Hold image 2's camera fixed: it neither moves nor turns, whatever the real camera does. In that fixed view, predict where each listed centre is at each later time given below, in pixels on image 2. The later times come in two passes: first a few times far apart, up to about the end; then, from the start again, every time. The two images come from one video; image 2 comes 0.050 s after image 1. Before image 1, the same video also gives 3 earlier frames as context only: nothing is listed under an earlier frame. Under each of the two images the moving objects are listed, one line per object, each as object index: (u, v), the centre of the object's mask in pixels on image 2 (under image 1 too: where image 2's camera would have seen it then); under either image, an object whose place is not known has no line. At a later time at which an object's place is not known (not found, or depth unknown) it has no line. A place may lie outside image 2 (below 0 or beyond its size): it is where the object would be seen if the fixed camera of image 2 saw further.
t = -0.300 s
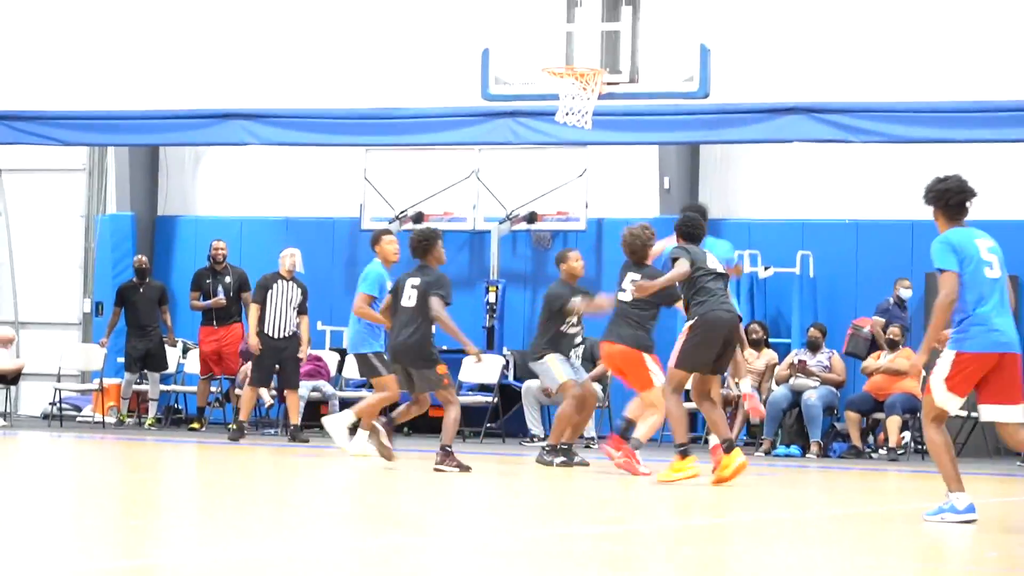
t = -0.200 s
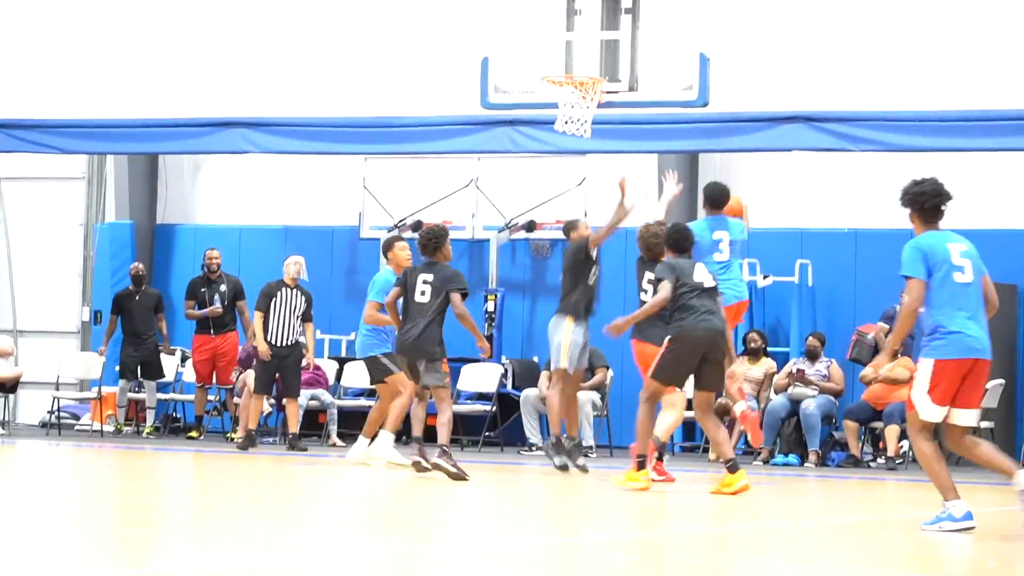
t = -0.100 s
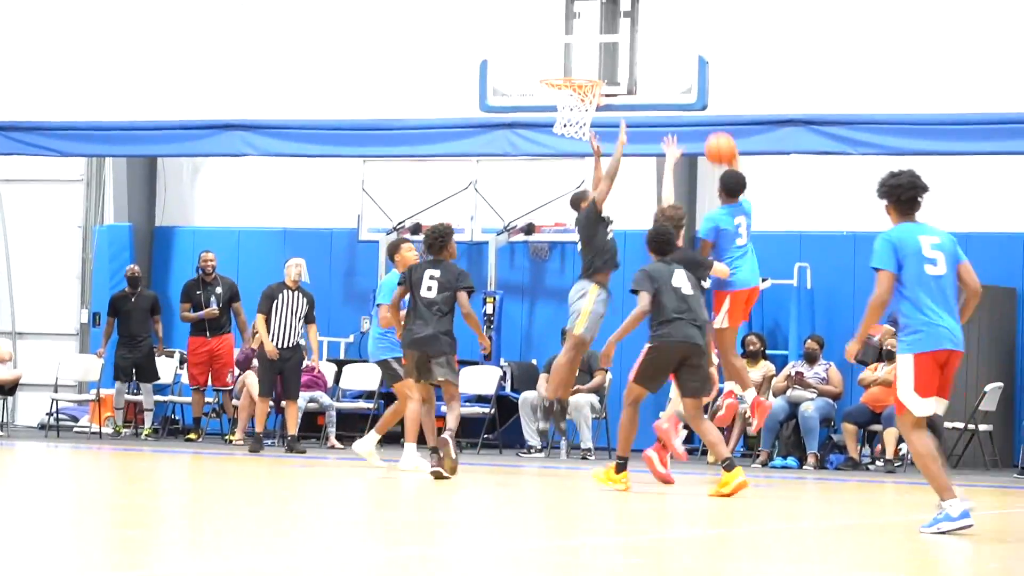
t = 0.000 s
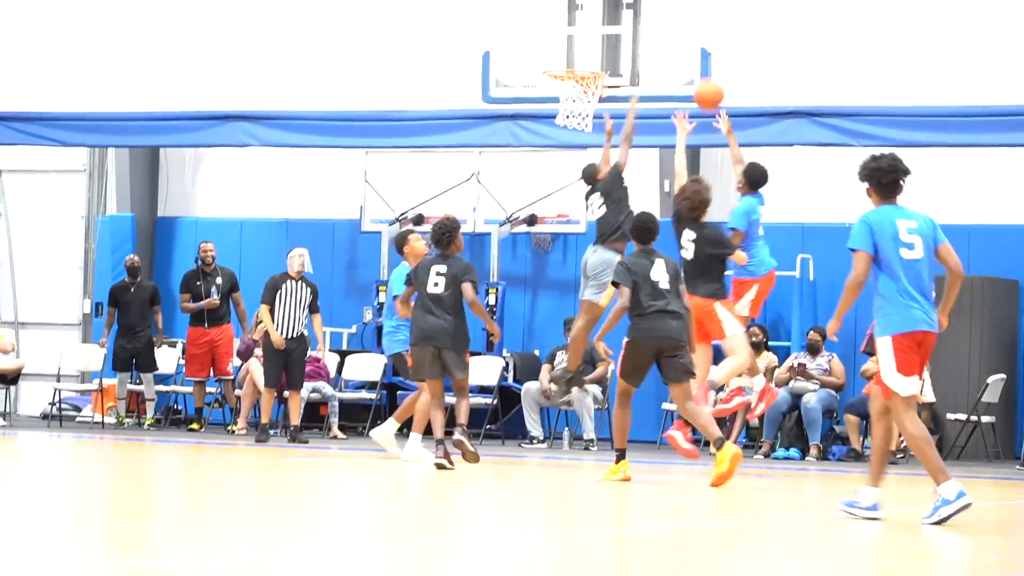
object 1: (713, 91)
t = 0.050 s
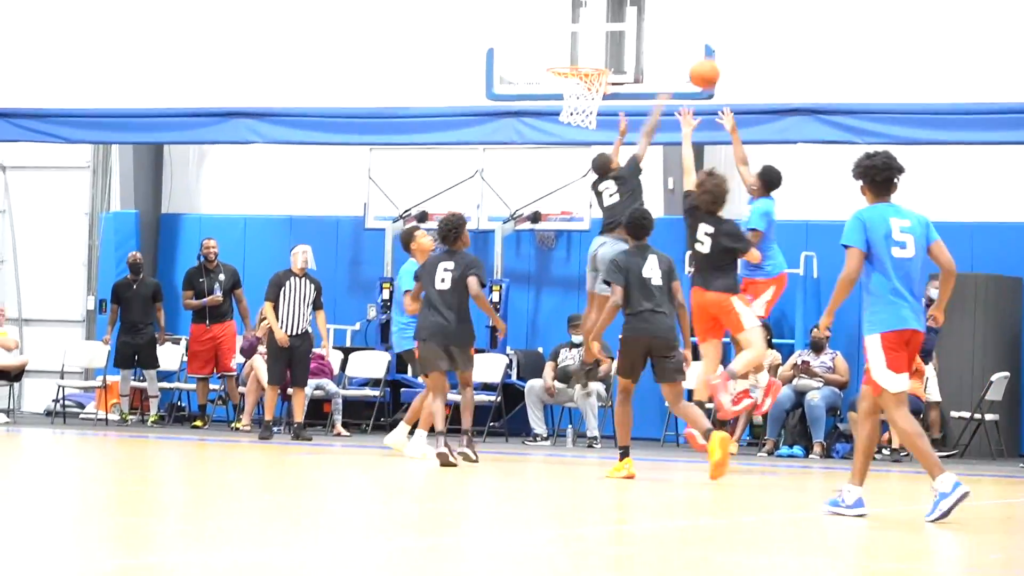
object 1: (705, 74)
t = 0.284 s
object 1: (664, 33)
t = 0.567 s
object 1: (607, 50)
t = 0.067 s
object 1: (702, 69)
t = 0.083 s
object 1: (699, 64)
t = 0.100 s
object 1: (696, 59)
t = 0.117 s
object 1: (693, 55)
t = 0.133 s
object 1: (690, 51)
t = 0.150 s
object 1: (687, 48)
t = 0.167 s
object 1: (684, 45)
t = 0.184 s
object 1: (681, 42)
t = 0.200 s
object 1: (678, 40)
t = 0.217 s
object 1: (676, 38)
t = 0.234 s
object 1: (673, 36)
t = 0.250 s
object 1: (670, 35)
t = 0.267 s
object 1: (667, 34)
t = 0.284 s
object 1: (664, 33)
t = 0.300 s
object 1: (662, 32)
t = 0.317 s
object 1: (659, 32)
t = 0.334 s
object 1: (655, 31)
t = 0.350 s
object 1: (652, 30)
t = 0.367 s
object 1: (648, 29)
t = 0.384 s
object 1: (645, 29)
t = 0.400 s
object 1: (641, 29)
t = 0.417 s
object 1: (638, 30)
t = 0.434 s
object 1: (634, 31)
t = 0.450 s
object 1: (631, 32)
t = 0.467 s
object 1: (628, 34)
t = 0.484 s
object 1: (625, 36)
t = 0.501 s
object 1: (620, 38)
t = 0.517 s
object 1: (616, 41)
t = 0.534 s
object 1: (613, 44)
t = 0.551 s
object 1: (610, 47)
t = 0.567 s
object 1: (607, 50)
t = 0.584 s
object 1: (604, 54)
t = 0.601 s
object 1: (600, 55)
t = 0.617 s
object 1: (597, 55)
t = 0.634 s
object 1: (593, 54)
